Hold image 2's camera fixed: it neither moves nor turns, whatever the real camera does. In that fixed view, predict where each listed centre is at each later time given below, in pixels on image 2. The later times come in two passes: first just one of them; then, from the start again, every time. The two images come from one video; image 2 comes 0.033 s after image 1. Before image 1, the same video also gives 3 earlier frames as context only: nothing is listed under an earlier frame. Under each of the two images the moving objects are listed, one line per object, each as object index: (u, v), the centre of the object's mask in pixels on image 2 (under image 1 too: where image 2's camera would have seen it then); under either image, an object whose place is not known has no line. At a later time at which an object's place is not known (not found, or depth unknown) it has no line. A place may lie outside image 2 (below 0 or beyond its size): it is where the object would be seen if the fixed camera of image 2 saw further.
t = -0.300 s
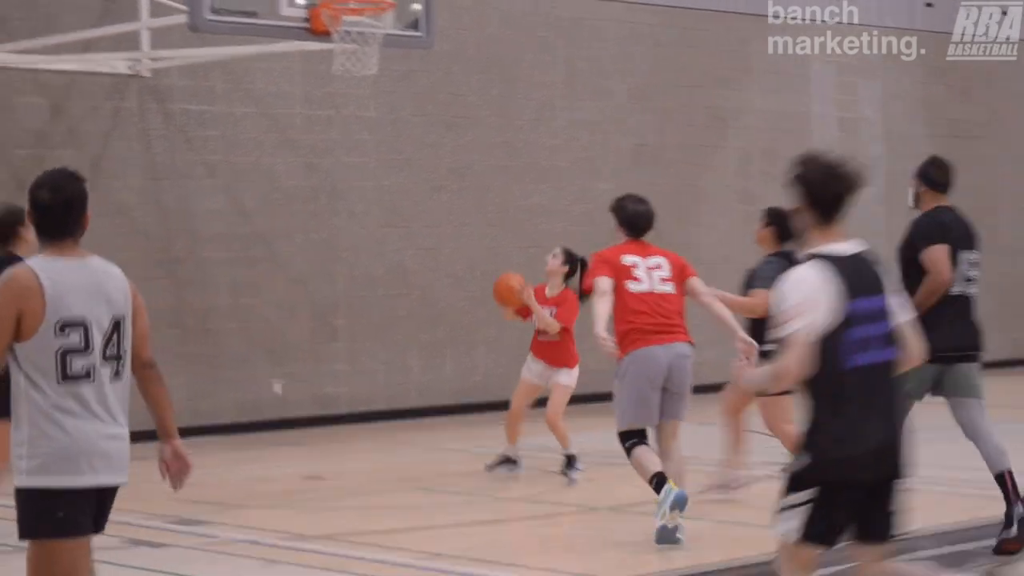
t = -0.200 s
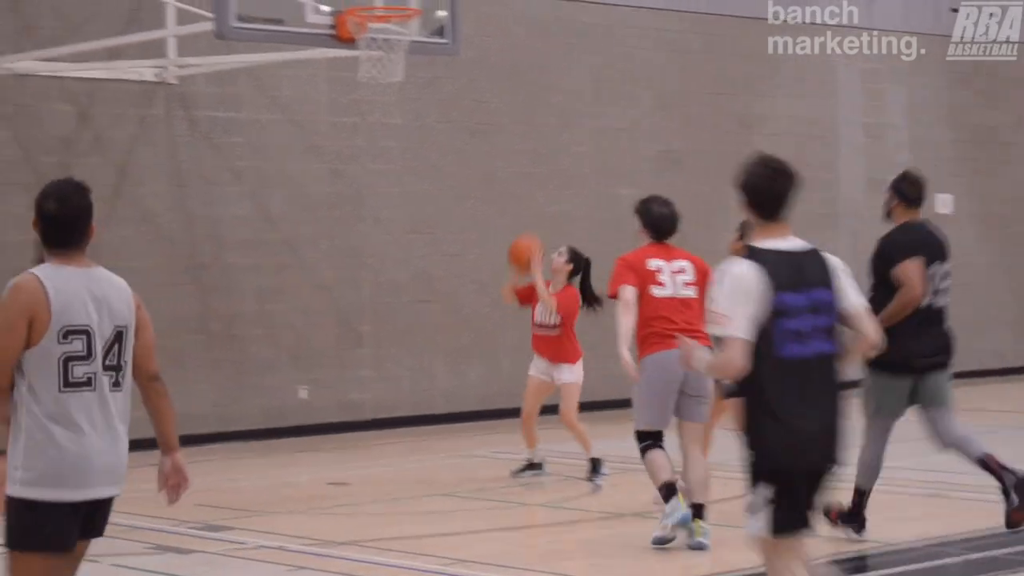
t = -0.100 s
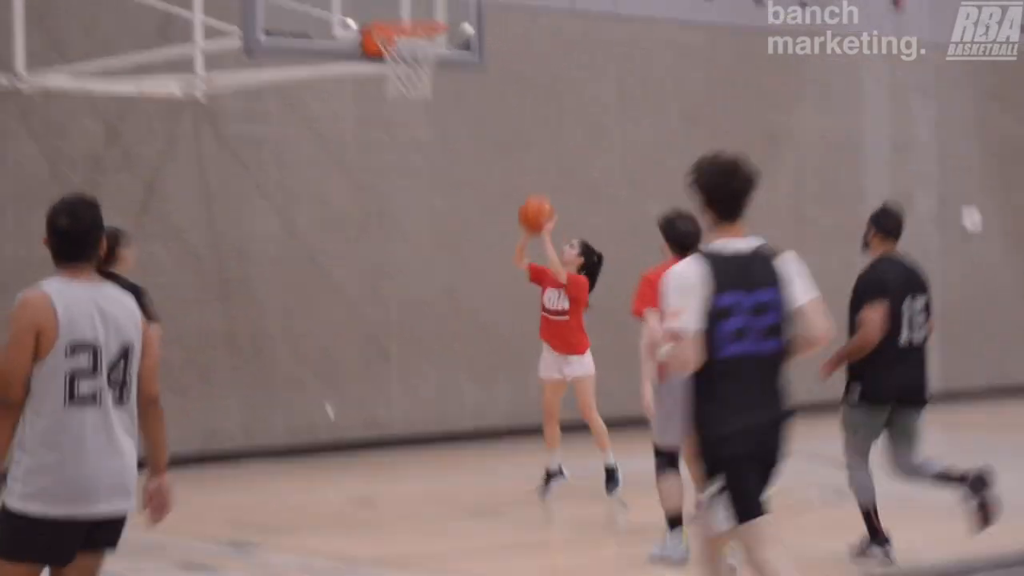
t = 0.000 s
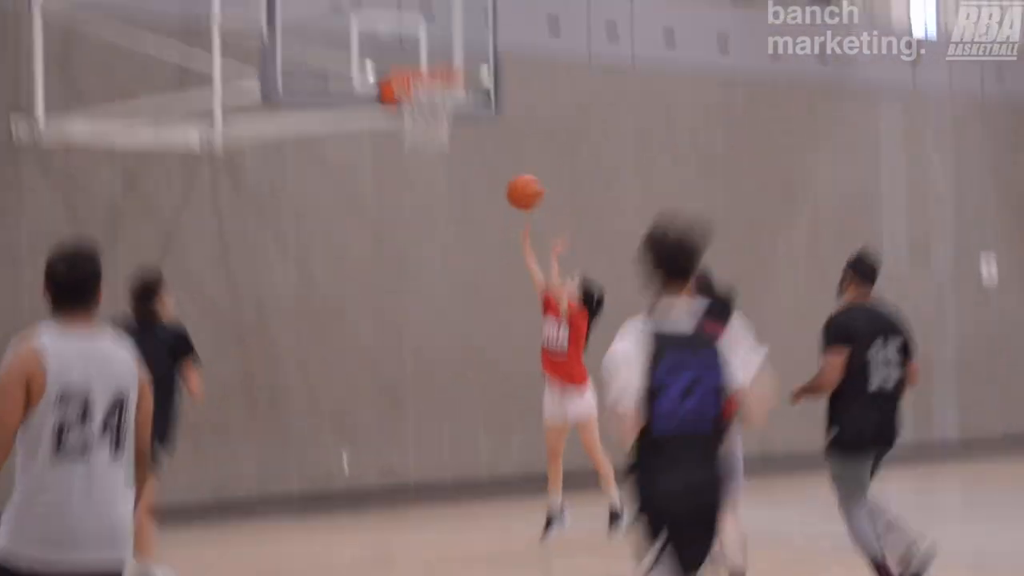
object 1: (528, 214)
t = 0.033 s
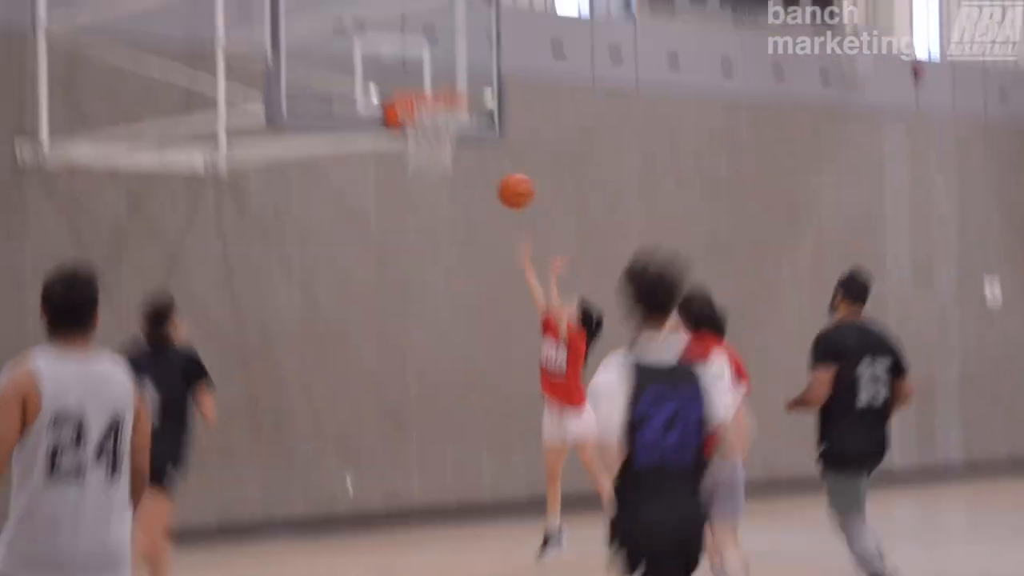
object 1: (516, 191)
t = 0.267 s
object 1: (449, 81)
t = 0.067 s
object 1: (504, 168)
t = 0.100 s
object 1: (491, 148)
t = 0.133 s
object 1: (479, 130)
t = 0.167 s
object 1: (470, 112)
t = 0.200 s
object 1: (456, 99)
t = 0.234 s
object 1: (449, 88)
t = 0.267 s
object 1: (449, 81)
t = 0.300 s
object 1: (450, 77)
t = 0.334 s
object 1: (451, 74)
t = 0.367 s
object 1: (452, 72)
